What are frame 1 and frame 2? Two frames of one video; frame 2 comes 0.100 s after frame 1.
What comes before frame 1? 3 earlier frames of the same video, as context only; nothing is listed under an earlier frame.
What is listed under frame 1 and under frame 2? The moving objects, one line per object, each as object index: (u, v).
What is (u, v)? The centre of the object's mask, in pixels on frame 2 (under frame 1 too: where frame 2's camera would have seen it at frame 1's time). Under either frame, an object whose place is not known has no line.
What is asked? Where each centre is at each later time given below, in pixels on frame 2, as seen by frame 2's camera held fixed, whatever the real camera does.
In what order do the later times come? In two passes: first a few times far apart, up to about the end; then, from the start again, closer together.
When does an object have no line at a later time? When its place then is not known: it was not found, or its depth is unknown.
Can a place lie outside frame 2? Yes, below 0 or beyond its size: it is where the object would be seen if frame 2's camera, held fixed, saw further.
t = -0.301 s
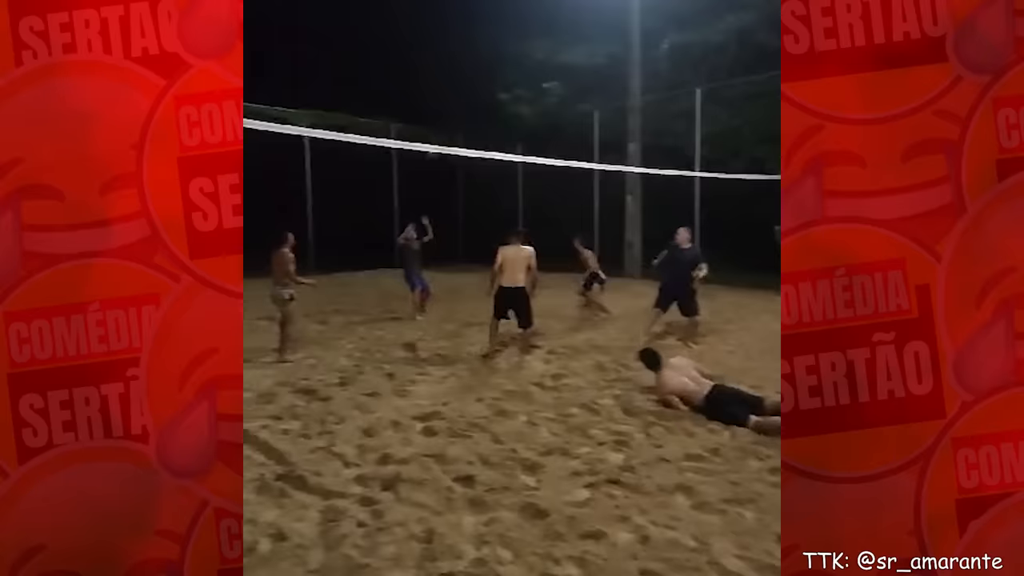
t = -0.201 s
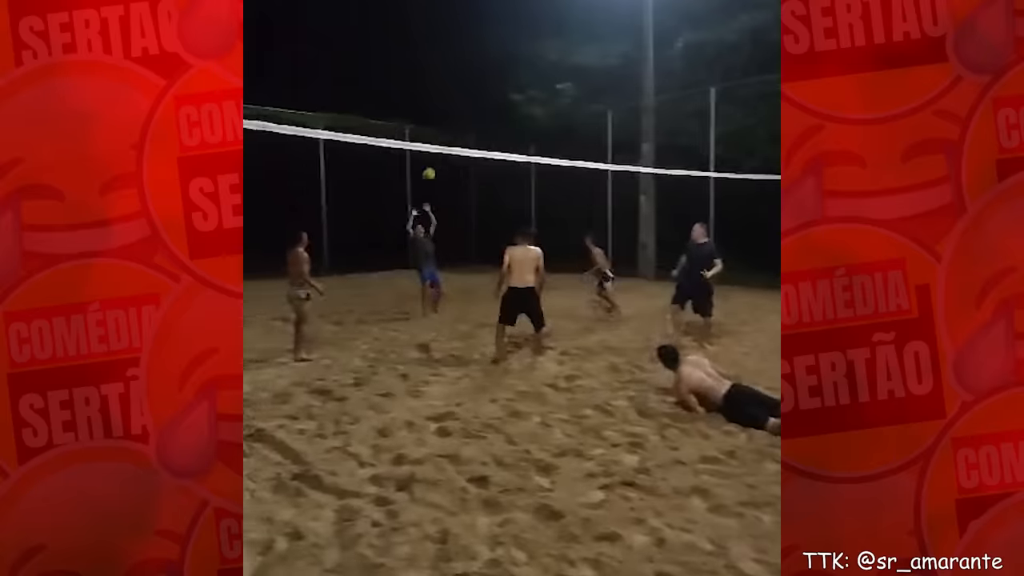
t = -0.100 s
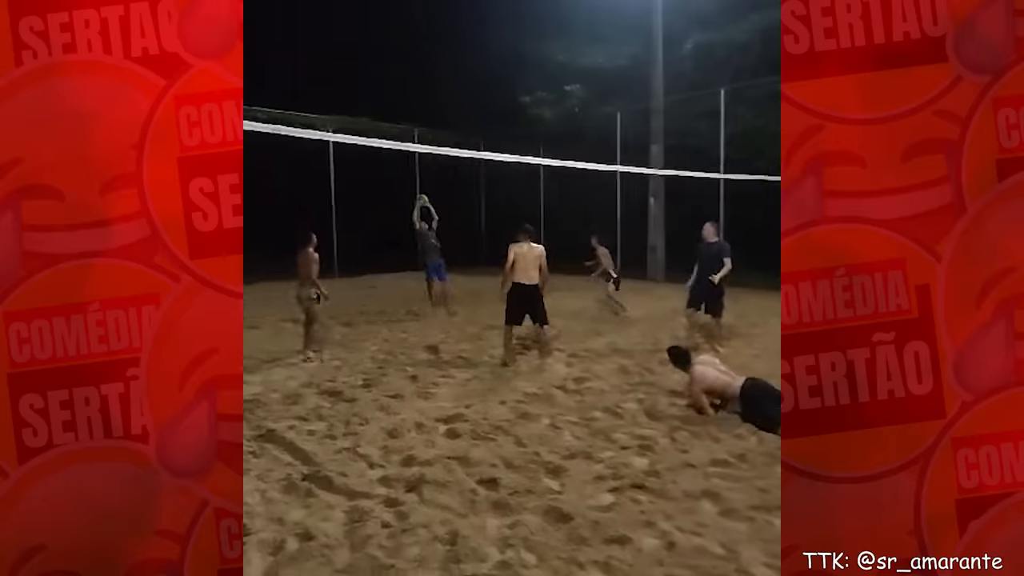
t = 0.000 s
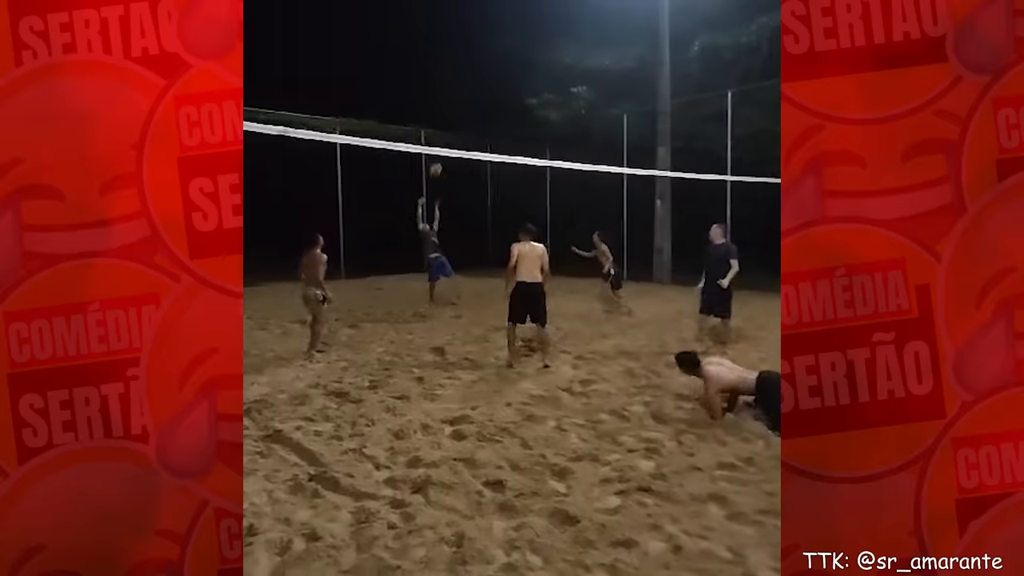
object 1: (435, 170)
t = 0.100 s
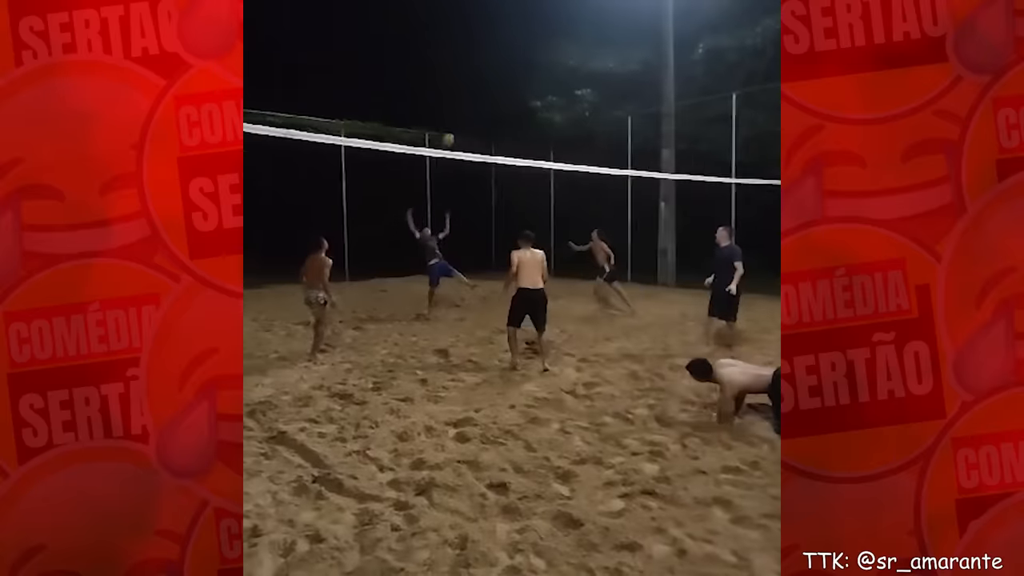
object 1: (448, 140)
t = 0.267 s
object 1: (466, 102)
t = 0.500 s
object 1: (489, 75)
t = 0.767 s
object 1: (509, 77)
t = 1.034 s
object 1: (528, 117)
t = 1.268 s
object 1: (543, 177)
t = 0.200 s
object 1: (459, 116)
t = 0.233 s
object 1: (463, 109)
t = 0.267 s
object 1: (466, 102)
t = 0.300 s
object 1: (470, 96)
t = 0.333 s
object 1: (473, 91)
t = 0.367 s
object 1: (476, 87)
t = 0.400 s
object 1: (479, 84)
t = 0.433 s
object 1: (482, 80)
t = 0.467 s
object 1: (485, 77)
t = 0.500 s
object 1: (489, 75)
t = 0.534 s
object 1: (491, 73)
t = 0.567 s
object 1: (494, 72)
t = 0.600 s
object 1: (496, 72)
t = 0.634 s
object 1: (499, 72)
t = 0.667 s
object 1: (502, 72)
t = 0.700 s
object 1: (505, 74)
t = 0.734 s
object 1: (507, 75)
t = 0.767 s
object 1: (509, 77)
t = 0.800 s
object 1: (512, 80)
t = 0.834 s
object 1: (514, 84)
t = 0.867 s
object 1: (516, 88)
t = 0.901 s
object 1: (518, 92)
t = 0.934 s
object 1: (521, 97)
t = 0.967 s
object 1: (523, 104)
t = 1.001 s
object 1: (525, 109)
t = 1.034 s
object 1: (528, 117)
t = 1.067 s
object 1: (530, 124)
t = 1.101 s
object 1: (532, 133)
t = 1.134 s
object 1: (534, 141)
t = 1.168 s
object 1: (537, 150)
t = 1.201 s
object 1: (539, 161)
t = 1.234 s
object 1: (541, 170)
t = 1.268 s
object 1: (543, 177)
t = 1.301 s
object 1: (545, 194)
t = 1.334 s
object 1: (548, 205)
